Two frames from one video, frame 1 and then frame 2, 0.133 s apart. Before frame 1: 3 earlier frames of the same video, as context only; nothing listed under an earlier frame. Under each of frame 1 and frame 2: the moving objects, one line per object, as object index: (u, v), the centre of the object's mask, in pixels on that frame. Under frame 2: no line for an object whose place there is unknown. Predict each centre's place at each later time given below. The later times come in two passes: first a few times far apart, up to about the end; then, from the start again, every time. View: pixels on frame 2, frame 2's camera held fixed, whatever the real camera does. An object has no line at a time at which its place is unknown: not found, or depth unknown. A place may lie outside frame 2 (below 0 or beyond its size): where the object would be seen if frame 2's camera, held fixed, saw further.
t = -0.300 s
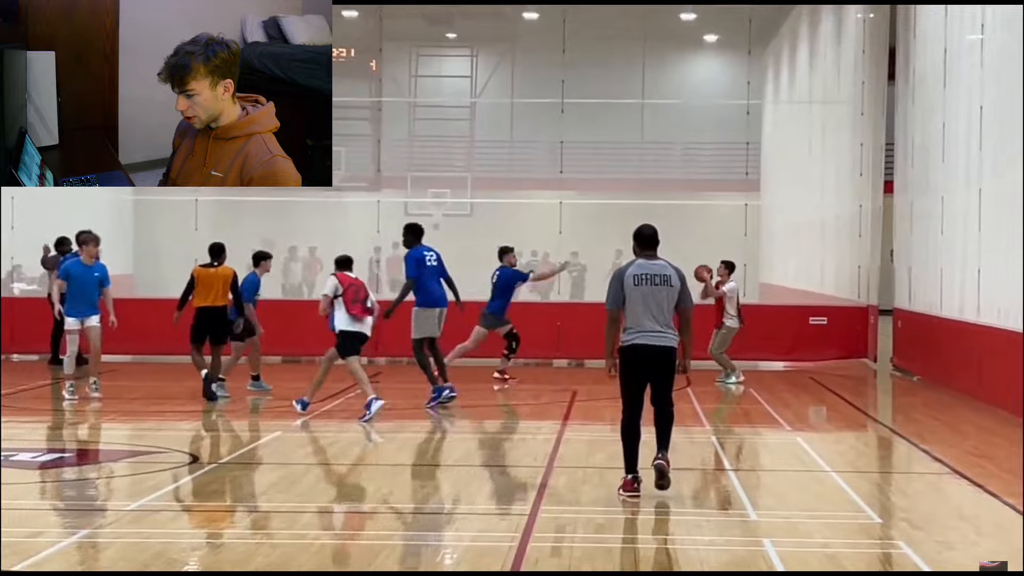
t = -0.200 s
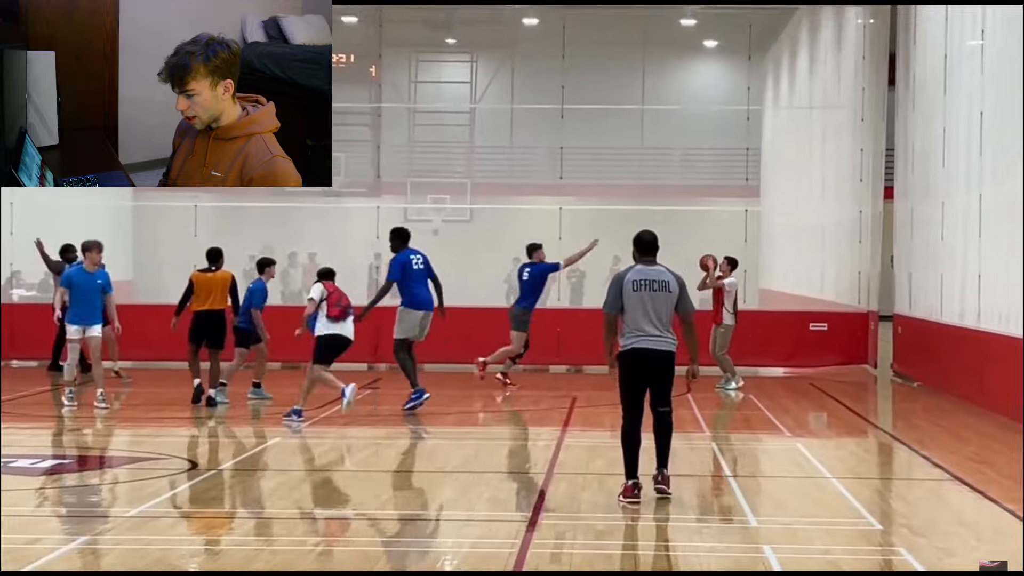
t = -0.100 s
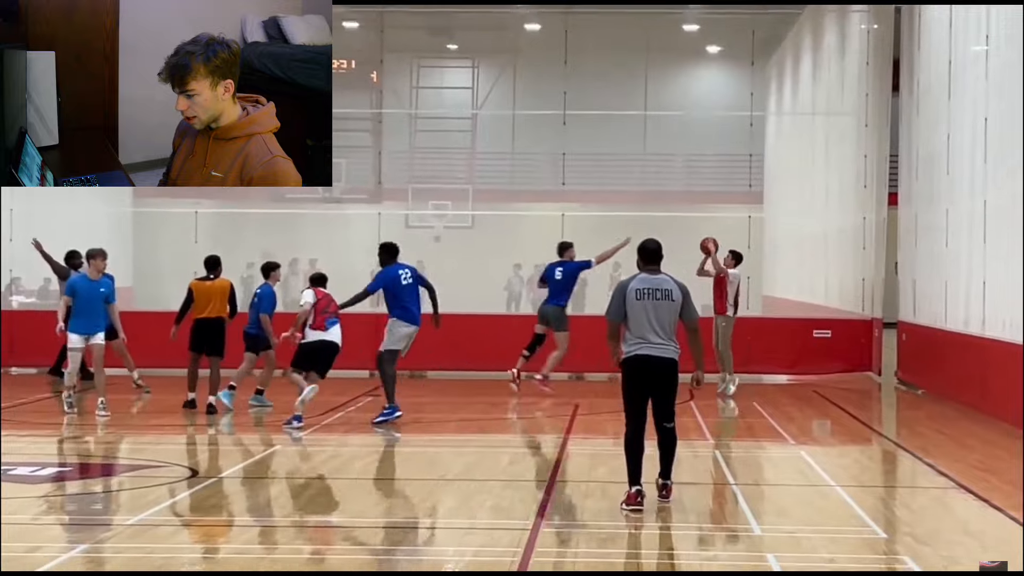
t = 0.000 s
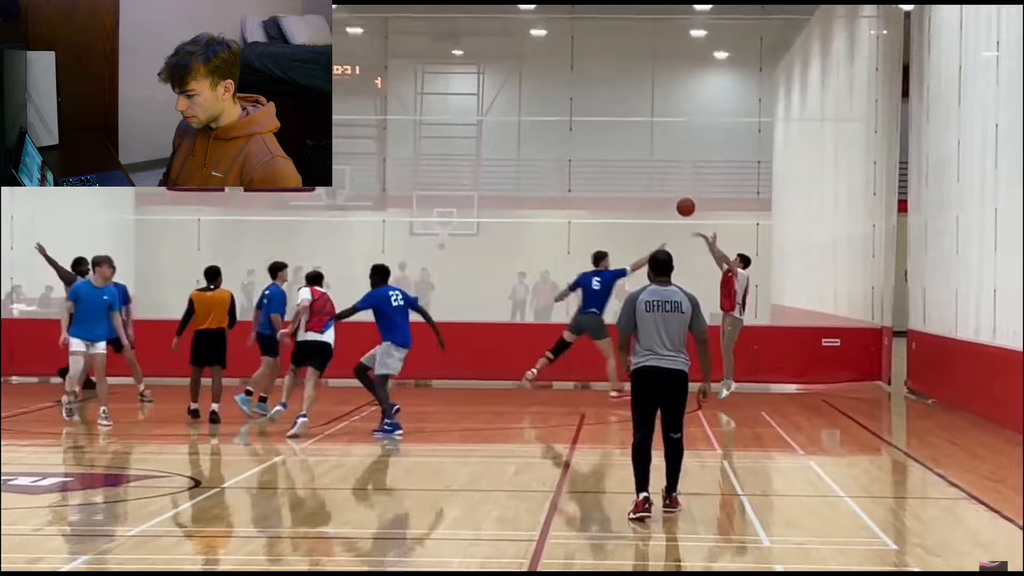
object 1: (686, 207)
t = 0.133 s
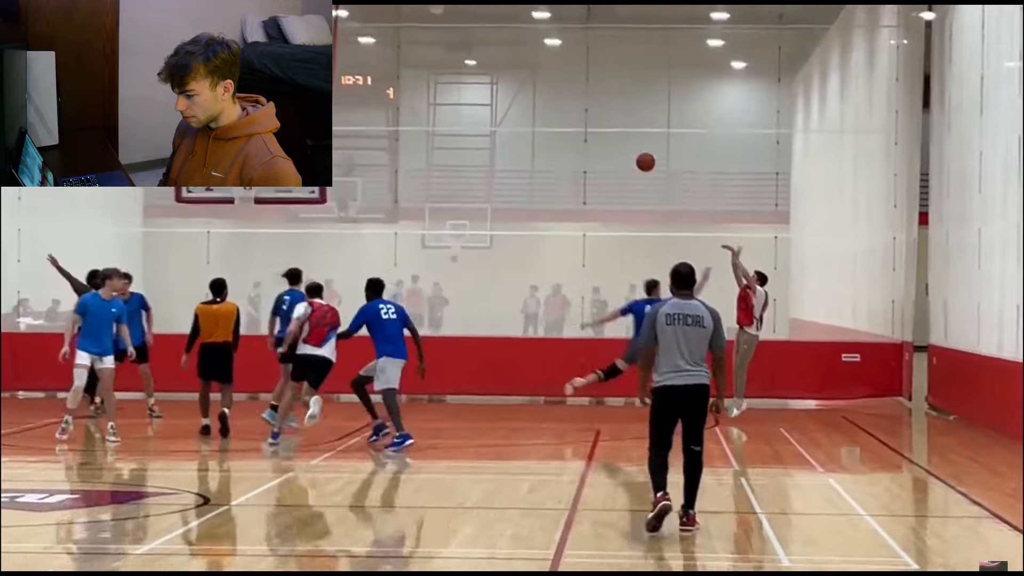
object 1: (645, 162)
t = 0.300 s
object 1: (576, 111)
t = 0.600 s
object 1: (452, 73)
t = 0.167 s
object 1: (631, 150)
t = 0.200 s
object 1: (617, 139)
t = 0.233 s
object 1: (603, 129)
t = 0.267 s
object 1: (589, 119)
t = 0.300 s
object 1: (576, 111)
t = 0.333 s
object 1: (562, 103)
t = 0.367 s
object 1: (548, 96)
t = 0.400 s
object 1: (534, 90)
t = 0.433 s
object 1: (520, 85)
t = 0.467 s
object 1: (506, 81)
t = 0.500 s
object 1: (492, 78)
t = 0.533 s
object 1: (479, 75)
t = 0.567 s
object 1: (466, 74)
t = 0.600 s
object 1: (452, 73)
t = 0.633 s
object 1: (439, 73)
